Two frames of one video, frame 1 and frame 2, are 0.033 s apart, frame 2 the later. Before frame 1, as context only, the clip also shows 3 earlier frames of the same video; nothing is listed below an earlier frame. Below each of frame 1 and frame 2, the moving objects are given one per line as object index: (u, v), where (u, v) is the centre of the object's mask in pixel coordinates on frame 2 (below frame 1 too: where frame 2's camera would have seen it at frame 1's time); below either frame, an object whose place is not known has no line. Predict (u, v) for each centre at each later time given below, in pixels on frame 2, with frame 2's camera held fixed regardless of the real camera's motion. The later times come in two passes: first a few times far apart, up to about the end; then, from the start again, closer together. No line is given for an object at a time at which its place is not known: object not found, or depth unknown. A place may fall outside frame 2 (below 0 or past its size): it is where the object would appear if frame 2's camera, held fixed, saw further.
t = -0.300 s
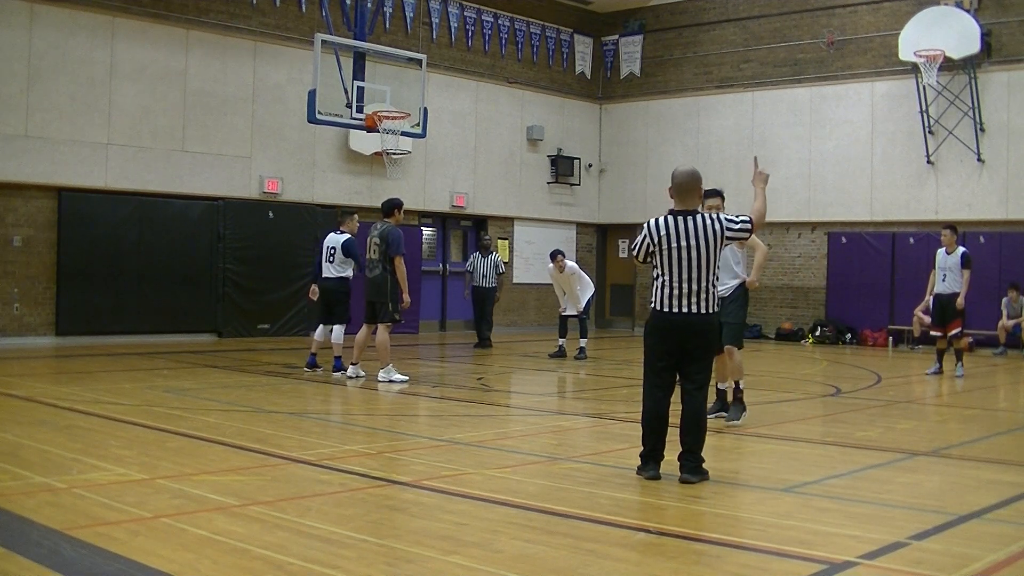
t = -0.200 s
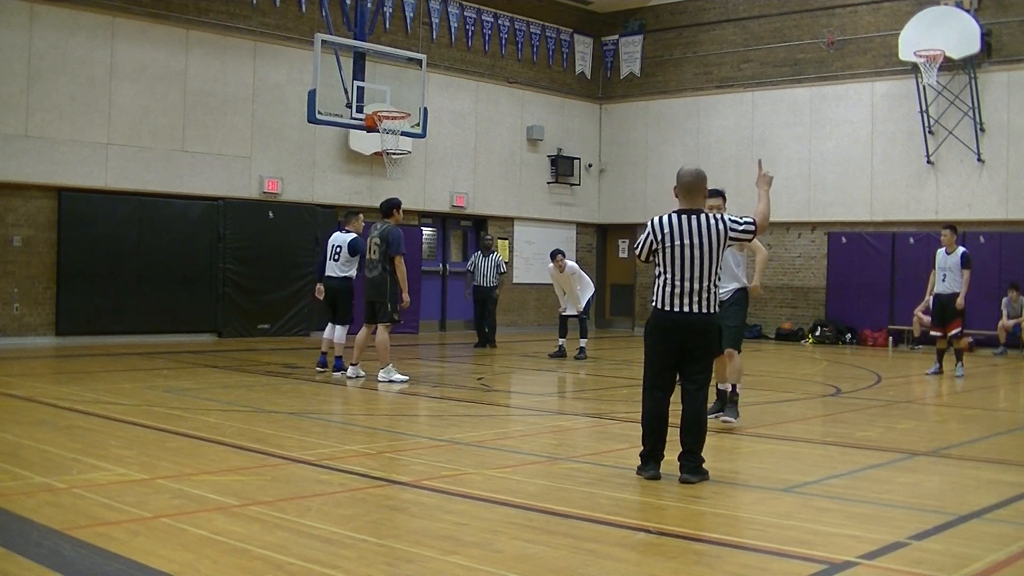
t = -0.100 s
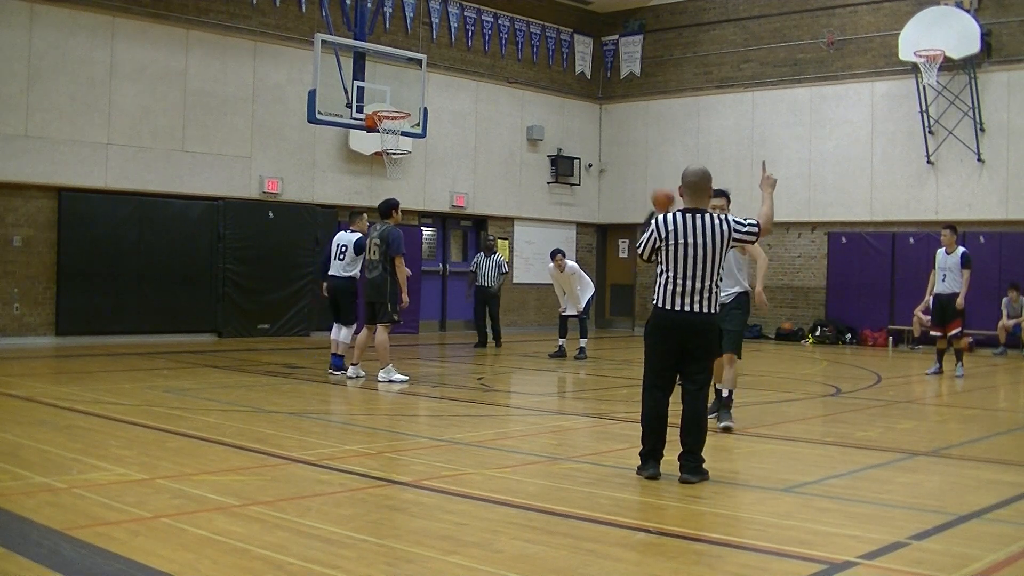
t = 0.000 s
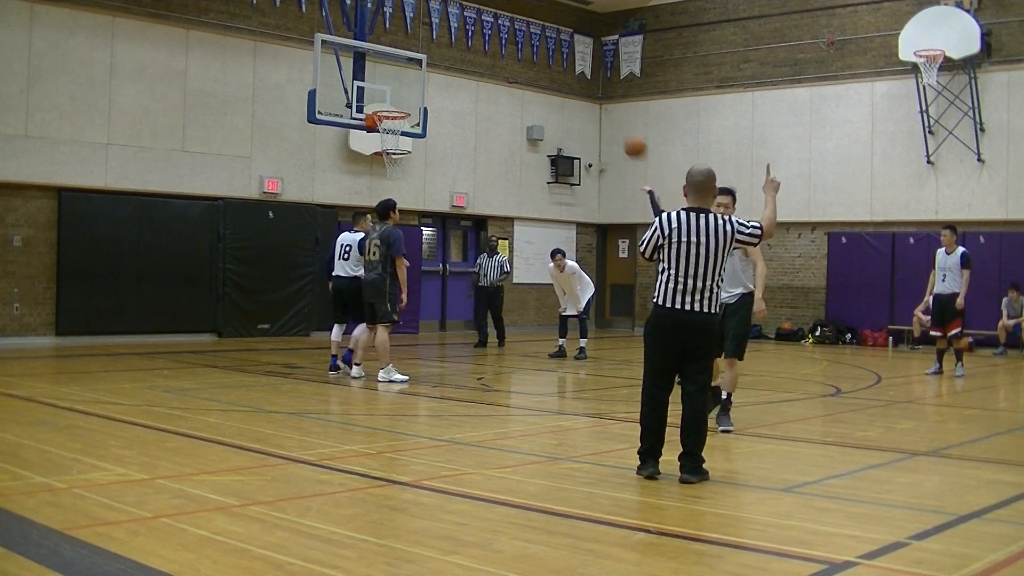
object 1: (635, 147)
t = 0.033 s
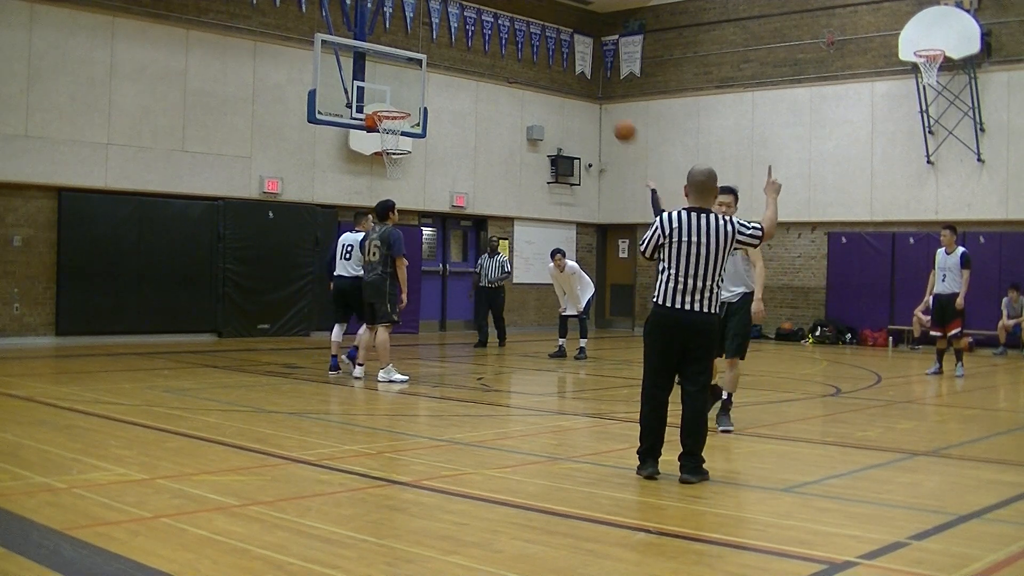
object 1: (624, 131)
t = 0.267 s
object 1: (555, 51)
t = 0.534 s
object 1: (485, 26)
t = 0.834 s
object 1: (414, 67)
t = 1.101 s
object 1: (393, 69)
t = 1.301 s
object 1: (406, 29)
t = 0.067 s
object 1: (615, 117)
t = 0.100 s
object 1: (604, 101)
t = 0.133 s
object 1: (594, 90)
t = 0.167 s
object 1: (585, 81)
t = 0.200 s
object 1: (574, 68)
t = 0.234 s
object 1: (565, 59)
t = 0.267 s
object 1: (555, 51)
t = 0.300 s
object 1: (547, 45)
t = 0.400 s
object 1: (519, 31)
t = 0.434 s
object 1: (511, 29)
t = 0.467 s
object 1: (503, 28)
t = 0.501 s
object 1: (493, 26)
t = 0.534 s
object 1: (485, 26)
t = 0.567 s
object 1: (477, 26)
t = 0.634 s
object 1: (460, 32)
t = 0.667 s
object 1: (453, 36)
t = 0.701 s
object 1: (444, 41)
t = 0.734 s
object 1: (437, 46)
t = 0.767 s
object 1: (429, 52)
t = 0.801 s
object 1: (422, 60)
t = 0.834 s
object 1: (414, 67)
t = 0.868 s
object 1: (407, 77)
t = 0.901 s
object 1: (400, 86)
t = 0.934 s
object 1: (392, 96)
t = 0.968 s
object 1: (385, 105)
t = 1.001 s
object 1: (386, 100)
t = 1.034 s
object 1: (388, 89)
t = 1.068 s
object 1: (390, 79)
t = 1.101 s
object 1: (393, 69)
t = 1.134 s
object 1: (394, 62)
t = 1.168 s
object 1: (398, 53)
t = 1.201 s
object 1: (400, 46)
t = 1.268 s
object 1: (403, 35)
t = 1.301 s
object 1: (406, 29)
